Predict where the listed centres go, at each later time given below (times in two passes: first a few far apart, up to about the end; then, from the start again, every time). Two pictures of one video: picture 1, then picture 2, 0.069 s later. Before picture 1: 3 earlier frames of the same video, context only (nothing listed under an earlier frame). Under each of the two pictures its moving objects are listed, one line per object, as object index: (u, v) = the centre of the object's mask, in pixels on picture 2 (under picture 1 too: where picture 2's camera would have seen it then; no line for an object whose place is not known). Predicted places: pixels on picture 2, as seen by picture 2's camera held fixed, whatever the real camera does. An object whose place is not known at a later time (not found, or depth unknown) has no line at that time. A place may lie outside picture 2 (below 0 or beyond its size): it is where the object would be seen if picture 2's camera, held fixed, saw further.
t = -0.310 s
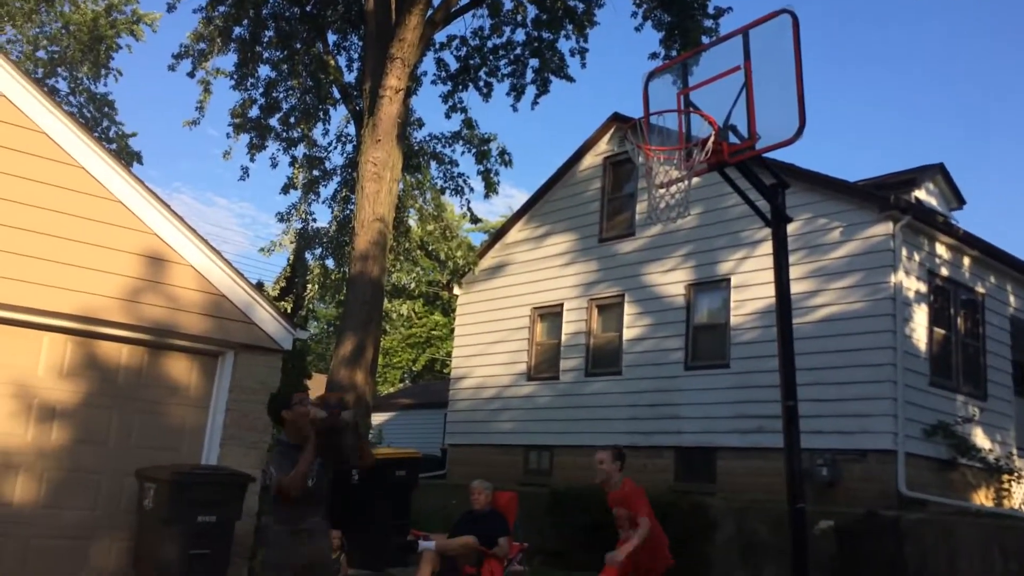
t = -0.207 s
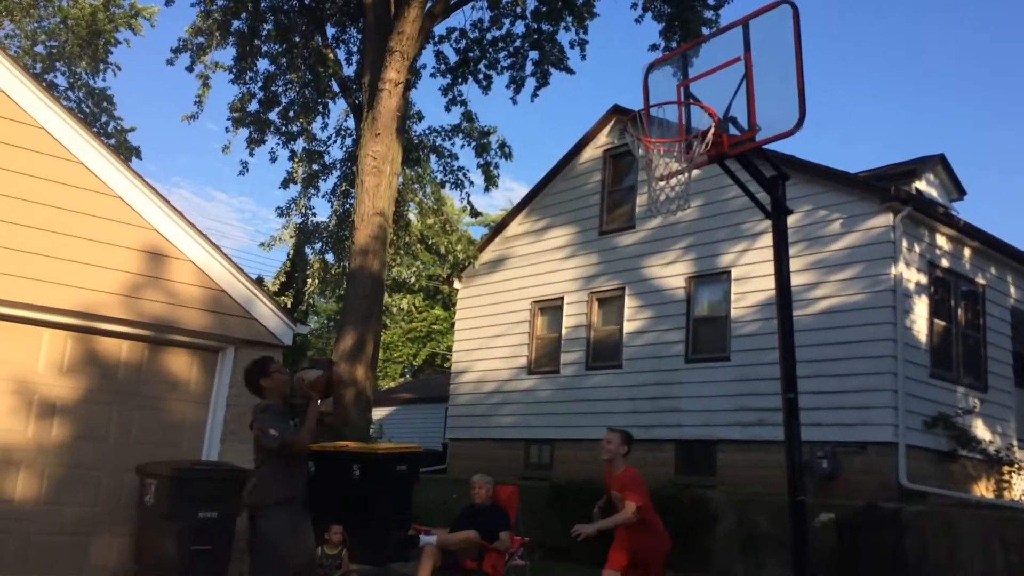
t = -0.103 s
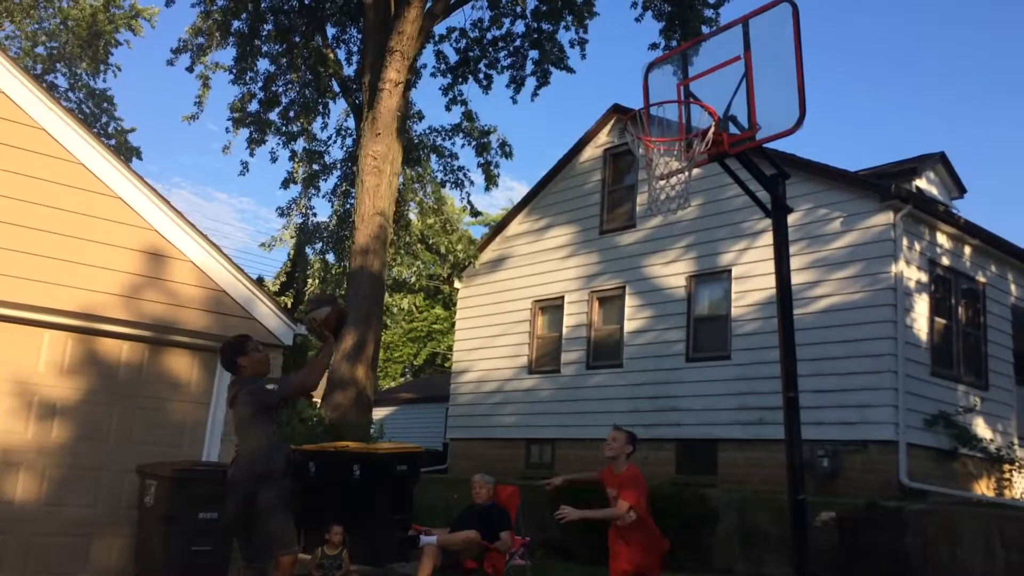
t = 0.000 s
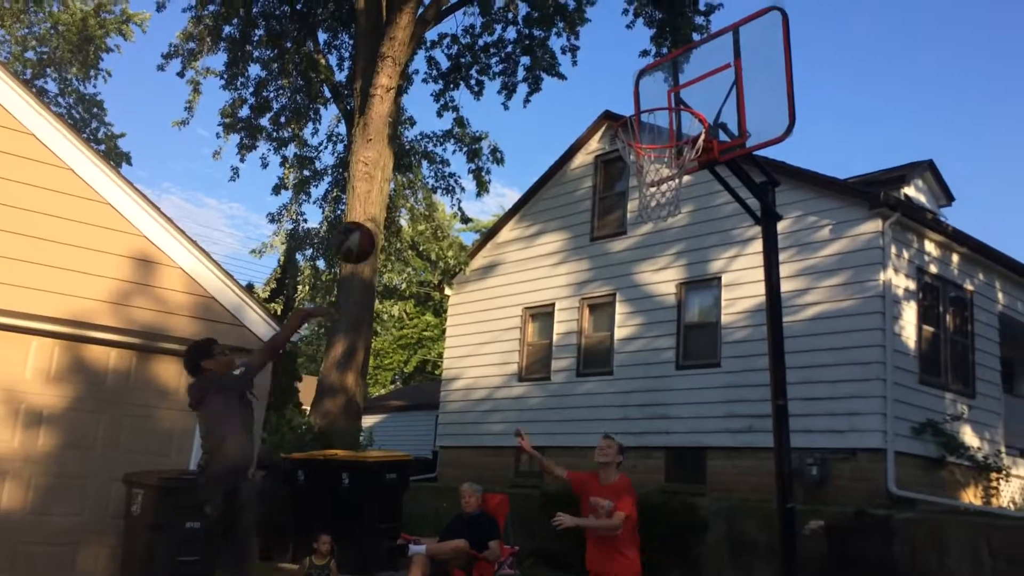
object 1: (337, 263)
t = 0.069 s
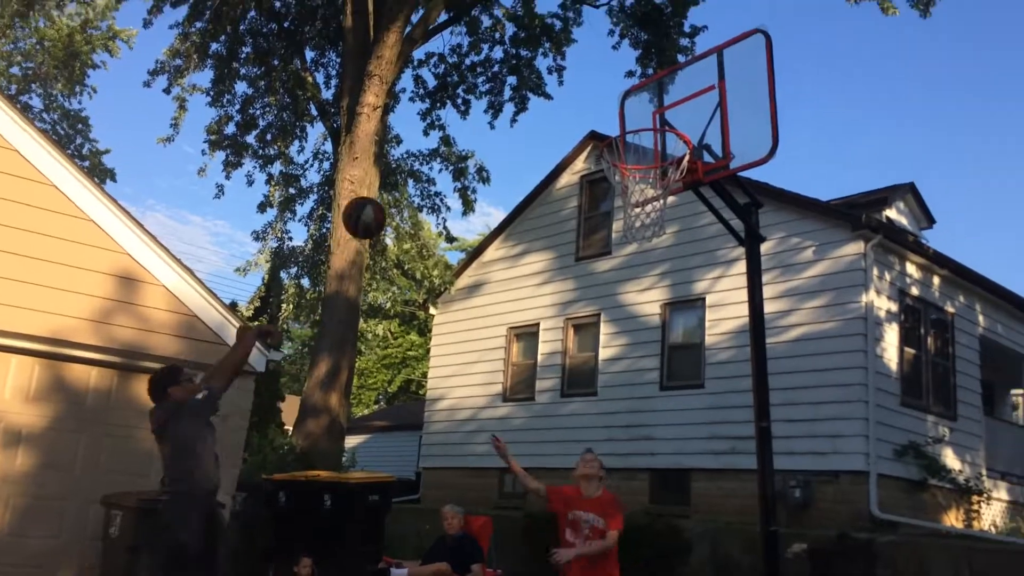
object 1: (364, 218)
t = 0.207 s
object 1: (412, 158)
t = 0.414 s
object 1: (486, 124)
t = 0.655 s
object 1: (555, 179)
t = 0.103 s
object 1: (376, 200)
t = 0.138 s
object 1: (388, 183)
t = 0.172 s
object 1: (399, 170)
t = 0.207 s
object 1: (412, 158)
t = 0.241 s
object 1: (423, 147)
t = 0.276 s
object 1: (434, 139)
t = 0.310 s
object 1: (456, 128)
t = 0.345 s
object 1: (465, 124)
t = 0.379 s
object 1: (476, 124)
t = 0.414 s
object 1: (486, 124)
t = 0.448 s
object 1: (496, 126)
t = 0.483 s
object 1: (506, 131)
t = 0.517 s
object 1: (516, 136)
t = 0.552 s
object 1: (525, 143)
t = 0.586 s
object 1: (535, 153)
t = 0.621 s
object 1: (545, 165)
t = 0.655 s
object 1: (555, 179)
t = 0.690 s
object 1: (564, 195)
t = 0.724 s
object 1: (575, 210)
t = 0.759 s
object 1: (584, 229)
